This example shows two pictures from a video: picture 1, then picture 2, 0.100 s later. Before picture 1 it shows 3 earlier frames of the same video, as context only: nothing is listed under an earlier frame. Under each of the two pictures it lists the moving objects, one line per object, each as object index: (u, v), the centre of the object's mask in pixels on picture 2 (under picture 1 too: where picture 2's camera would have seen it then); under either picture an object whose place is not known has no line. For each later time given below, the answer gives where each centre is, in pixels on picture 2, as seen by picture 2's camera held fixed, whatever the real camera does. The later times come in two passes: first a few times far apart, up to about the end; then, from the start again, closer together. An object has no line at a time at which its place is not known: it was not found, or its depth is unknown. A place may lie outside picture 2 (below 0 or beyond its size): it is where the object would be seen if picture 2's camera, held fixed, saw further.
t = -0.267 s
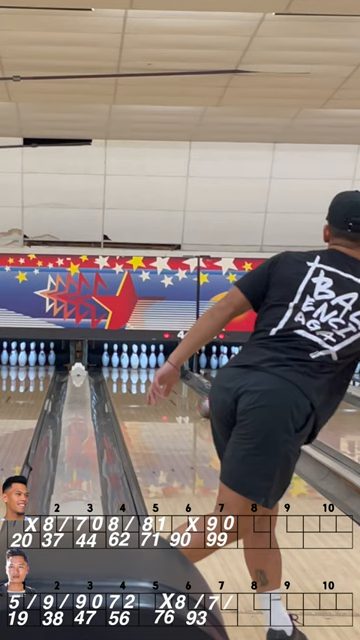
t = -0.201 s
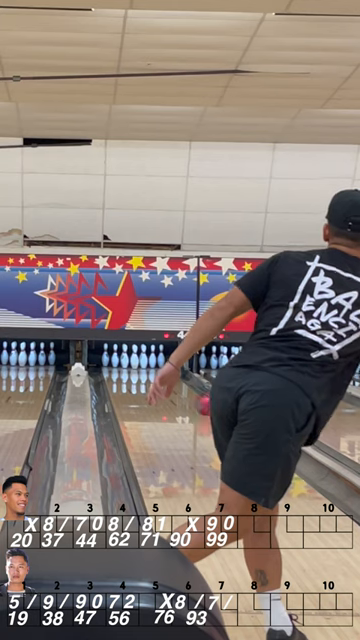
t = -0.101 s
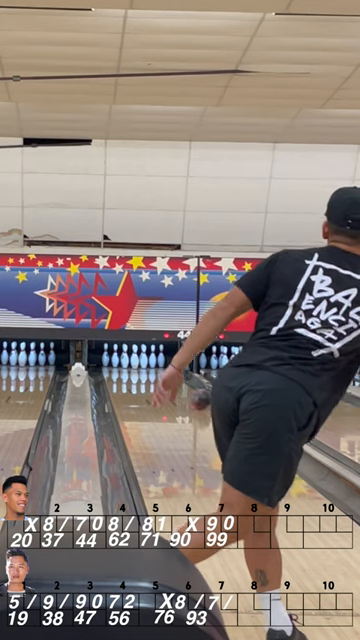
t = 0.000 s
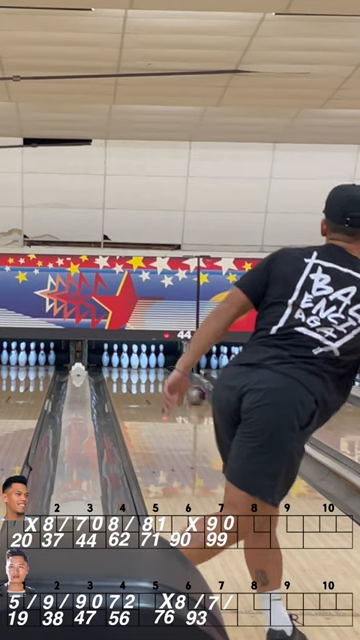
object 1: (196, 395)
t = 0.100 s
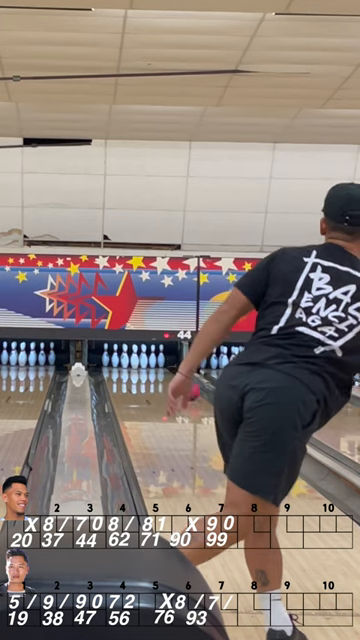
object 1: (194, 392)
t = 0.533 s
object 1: (170, 376)
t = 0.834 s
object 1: (154, 370)
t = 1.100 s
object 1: (144, 365)
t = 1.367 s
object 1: (141, 362)
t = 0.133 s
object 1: (194, 391)
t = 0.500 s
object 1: (171, 375)
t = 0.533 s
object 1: (170, 376)
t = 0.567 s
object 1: (169, 376)
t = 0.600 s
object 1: (167, 375)
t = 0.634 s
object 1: (165, 374)
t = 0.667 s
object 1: (164, 374)
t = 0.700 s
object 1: (163, 373)
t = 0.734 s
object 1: (161, 372)
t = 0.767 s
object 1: (159, 371)
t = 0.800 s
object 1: (157, 371)
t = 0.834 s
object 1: (154, 370)
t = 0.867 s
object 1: (153, 369)
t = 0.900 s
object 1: (152, 369)
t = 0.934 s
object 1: (151, 368)
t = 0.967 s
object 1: (150, 367)
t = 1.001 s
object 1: (149, 366)
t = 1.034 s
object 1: (147, 366)
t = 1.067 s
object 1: (145, 365)
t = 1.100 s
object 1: (144, 365)
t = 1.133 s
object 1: (143, 364)
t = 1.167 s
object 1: (142, 364)
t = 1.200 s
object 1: (142, 364)
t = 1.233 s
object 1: (140, 363)
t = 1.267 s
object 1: (141, 362)
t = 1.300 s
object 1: (140, 362)
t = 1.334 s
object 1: (140, 361)
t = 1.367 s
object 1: (141, 362)
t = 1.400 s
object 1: (141, 361)
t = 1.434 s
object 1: (140, 361)
